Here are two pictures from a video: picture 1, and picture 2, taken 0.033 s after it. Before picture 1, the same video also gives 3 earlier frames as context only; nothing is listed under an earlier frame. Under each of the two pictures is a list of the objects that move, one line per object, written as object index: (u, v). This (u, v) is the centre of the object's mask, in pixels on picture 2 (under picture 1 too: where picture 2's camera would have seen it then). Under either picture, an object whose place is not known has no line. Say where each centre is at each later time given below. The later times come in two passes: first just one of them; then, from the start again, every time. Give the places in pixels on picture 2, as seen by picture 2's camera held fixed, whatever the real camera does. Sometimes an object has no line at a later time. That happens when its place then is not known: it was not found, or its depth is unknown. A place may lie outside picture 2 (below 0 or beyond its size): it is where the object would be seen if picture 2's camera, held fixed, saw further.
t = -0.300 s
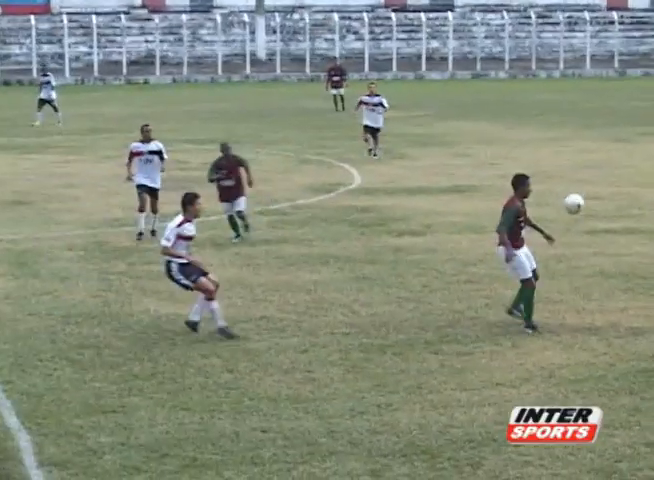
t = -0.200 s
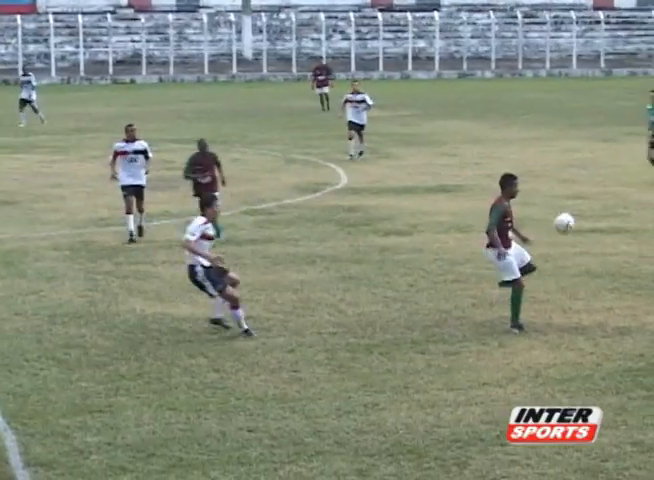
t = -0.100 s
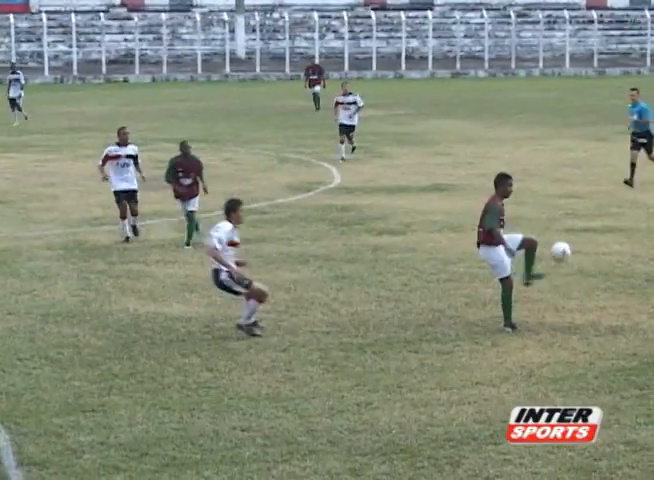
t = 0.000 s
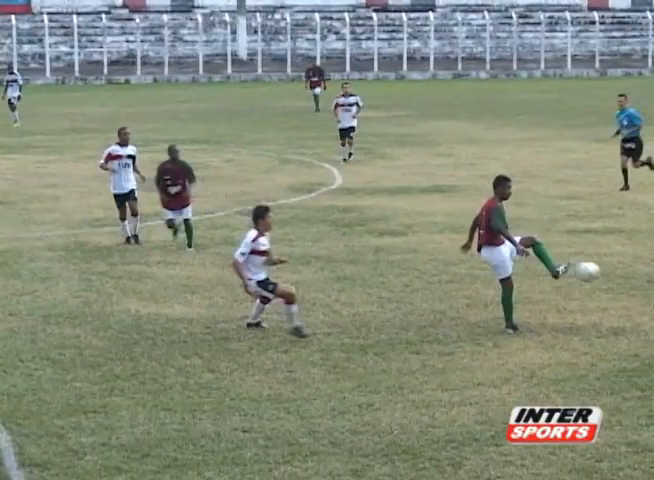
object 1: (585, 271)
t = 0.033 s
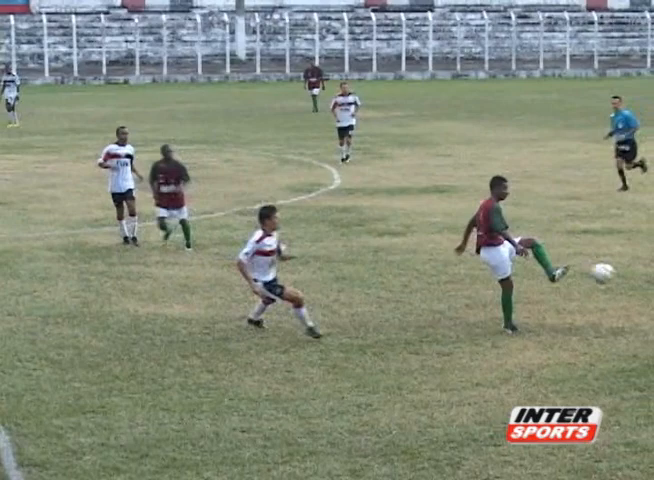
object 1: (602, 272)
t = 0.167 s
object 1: (662, 286)
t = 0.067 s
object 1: (619, 275)
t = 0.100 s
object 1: (635, 278)
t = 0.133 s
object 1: (651, 282)
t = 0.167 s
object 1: (662, 286)
